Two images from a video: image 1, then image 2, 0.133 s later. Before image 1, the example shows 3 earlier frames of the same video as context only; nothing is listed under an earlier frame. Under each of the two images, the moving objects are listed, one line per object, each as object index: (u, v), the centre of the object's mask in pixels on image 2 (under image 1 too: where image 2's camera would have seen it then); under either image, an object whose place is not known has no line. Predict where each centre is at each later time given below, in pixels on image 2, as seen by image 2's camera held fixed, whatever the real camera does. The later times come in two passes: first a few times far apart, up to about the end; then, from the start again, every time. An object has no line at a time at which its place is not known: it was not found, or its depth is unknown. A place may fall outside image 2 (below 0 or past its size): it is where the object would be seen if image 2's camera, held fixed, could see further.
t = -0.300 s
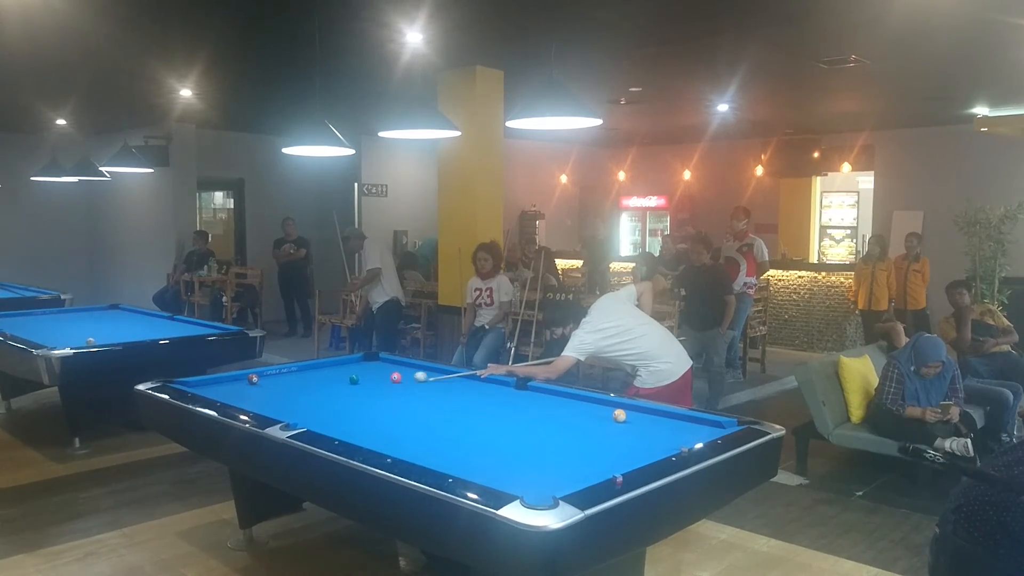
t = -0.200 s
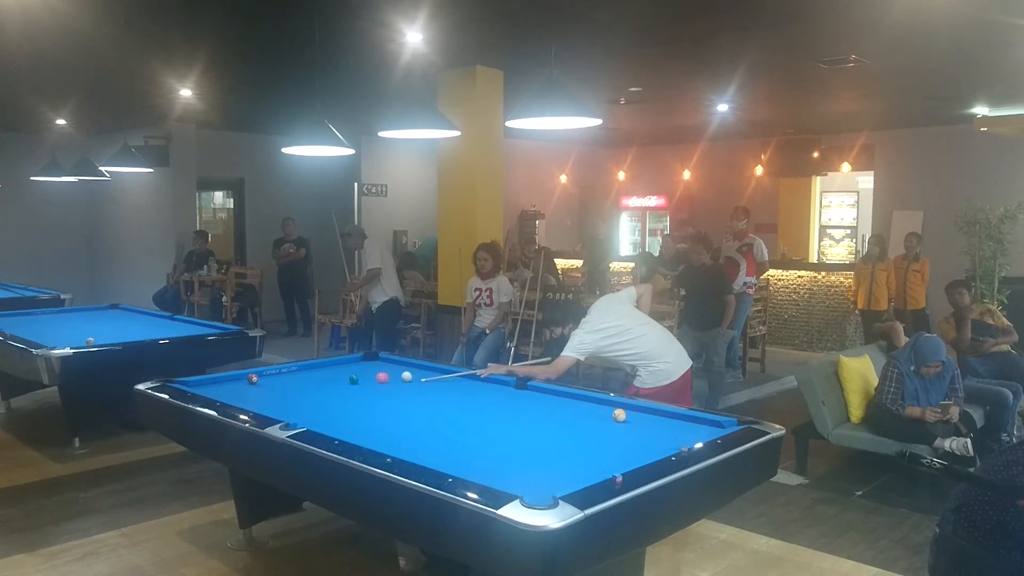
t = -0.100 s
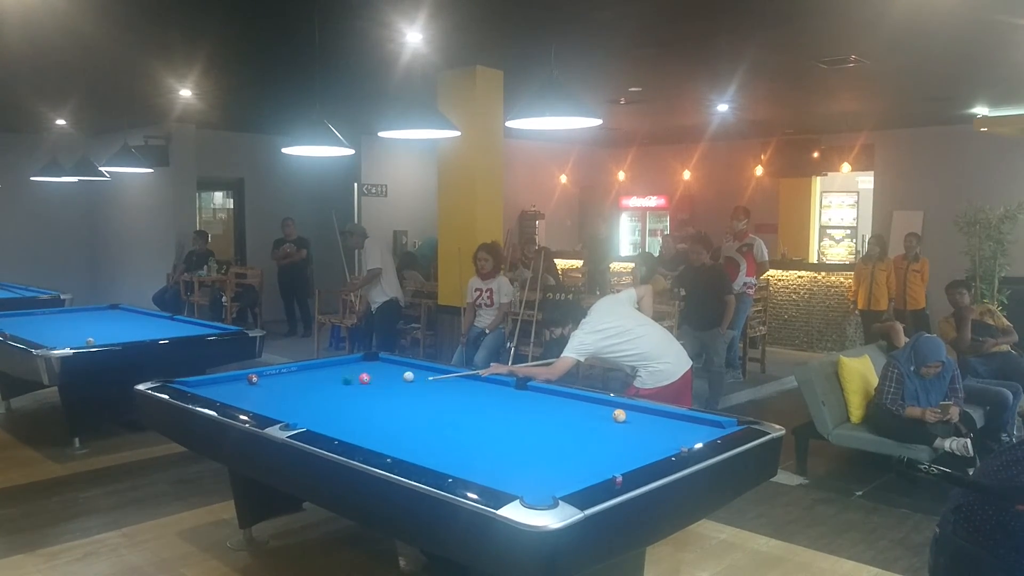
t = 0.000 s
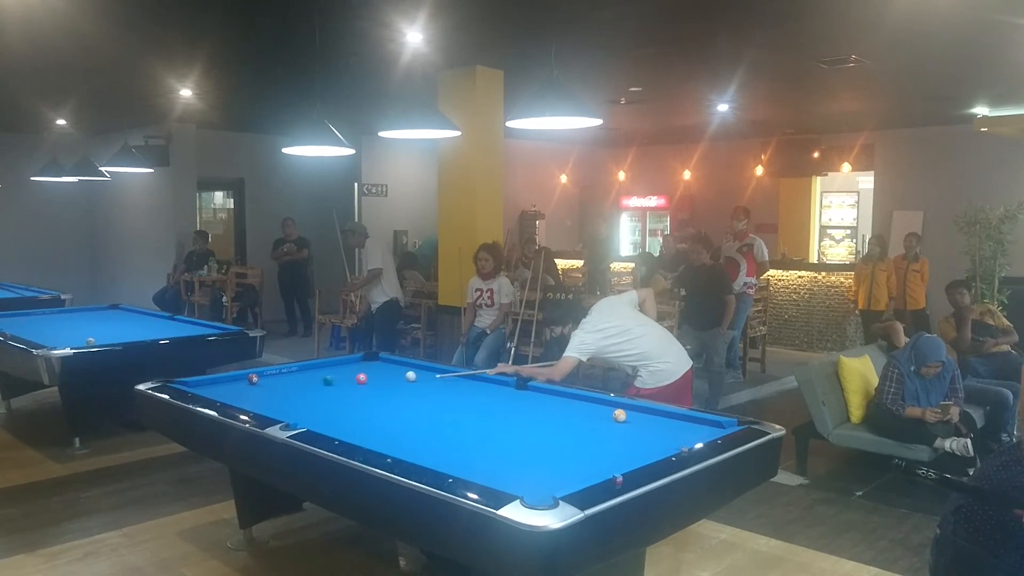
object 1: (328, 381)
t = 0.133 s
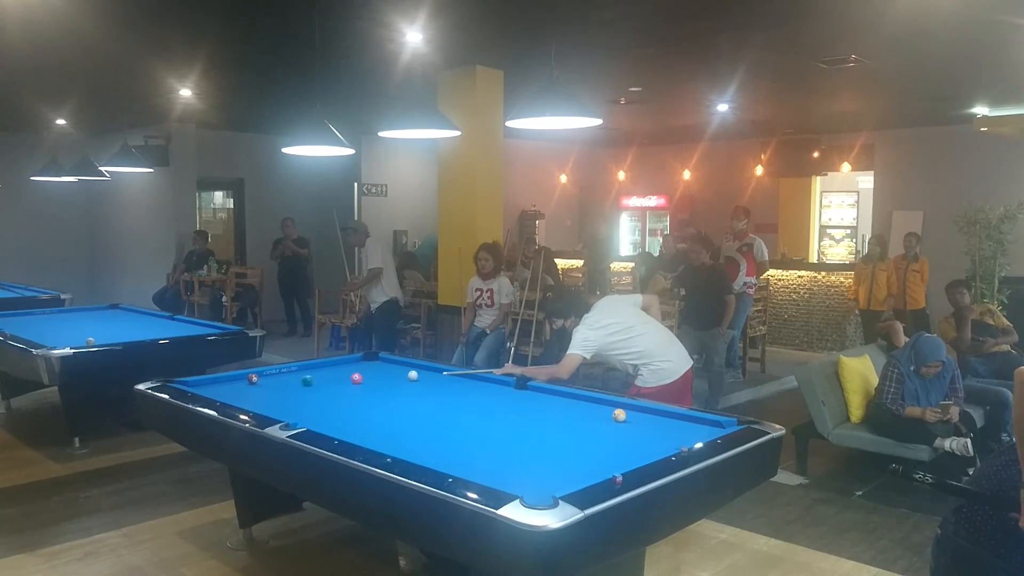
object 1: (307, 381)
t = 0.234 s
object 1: (292, 382)
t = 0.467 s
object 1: (257, 383)
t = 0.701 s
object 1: (222, 384)
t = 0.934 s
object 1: (188, 383)
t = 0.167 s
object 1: (302, 382)
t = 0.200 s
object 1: (297, 382)
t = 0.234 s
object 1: (292, 382)
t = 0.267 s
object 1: (286, 382)
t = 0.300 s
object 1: (281, 382)
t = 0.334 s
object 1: (277, 382)
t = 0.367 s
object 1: (271, 382)
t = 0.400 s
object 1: (266, 383)
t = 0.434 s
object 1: (261, 383)
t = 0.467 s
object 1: (257, 383)
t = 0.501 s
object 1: (252, 383)
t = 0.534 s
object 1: (246, 383)
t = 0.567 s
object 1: (242, 383)
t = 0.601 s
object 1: (236, 383)
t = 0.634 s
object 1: (231, 384)
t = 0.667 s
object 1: (226, 384)
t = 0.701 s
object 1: (222, 384)
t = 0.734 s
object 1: (216, 384)
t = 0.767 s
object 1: (211, 385)
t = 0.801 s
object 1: (207, 385)
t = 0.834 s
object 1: (202, 385)
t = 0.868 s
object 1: (196, 384)
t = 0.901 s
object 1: (192, 384)
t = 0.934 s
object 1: (188, 383)
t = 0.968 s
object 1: (182, 382)
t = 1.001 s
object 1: (179, 382)
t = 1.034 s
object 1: (173, 382)
